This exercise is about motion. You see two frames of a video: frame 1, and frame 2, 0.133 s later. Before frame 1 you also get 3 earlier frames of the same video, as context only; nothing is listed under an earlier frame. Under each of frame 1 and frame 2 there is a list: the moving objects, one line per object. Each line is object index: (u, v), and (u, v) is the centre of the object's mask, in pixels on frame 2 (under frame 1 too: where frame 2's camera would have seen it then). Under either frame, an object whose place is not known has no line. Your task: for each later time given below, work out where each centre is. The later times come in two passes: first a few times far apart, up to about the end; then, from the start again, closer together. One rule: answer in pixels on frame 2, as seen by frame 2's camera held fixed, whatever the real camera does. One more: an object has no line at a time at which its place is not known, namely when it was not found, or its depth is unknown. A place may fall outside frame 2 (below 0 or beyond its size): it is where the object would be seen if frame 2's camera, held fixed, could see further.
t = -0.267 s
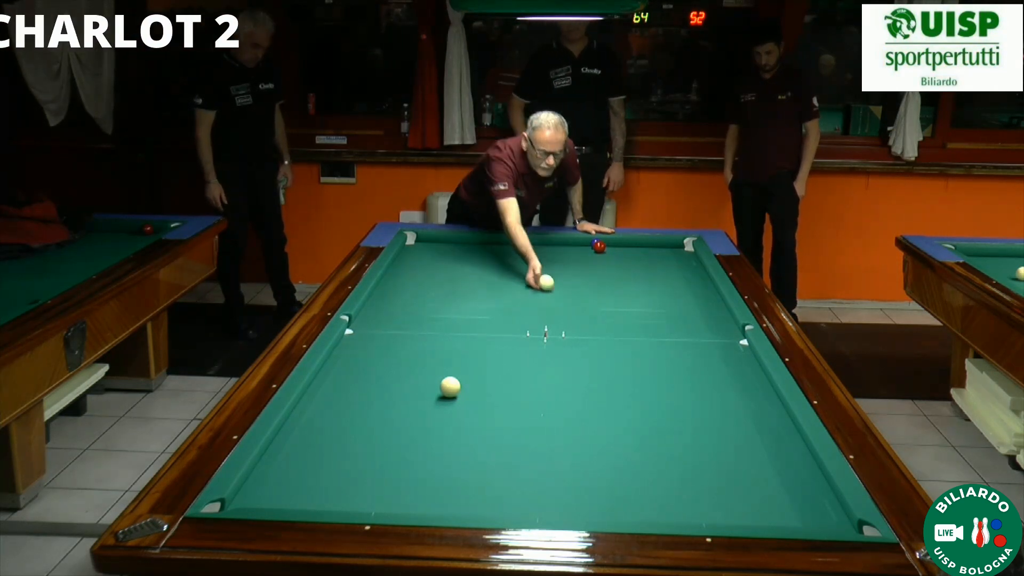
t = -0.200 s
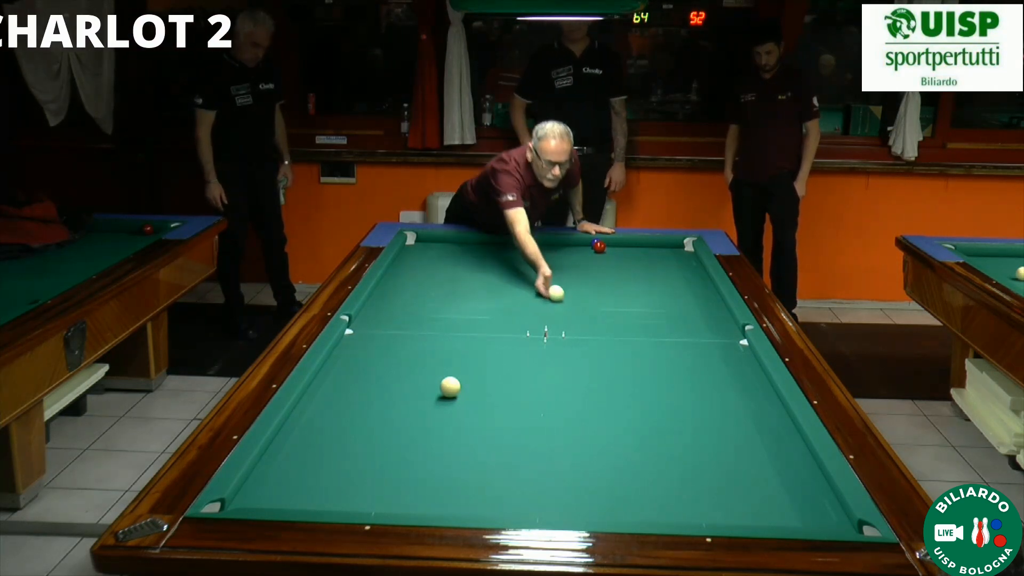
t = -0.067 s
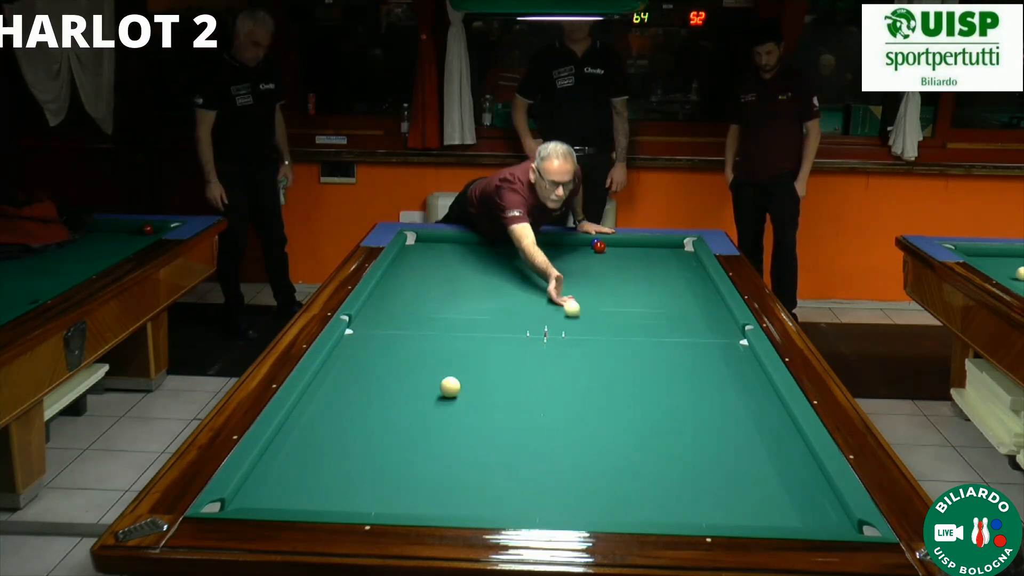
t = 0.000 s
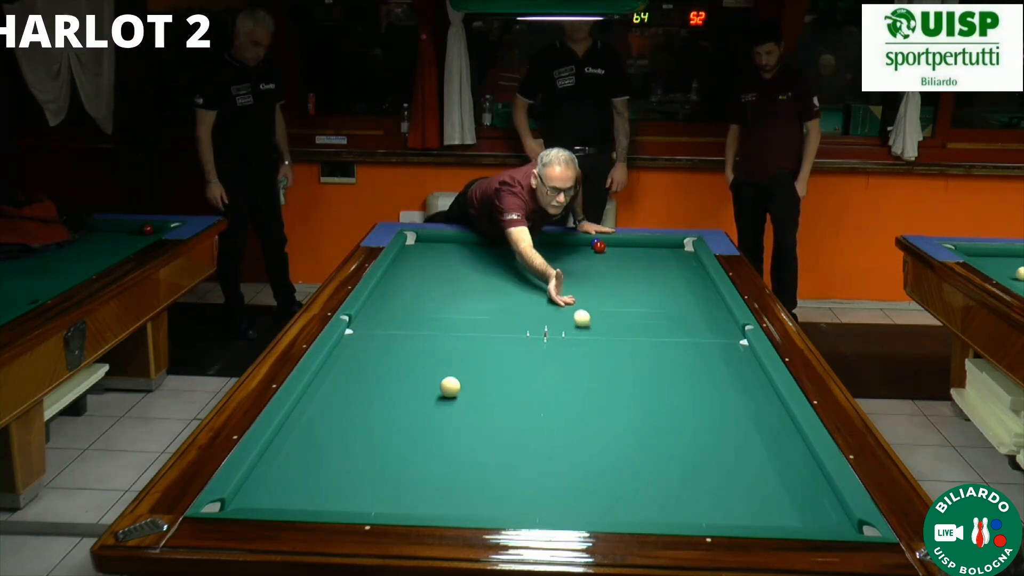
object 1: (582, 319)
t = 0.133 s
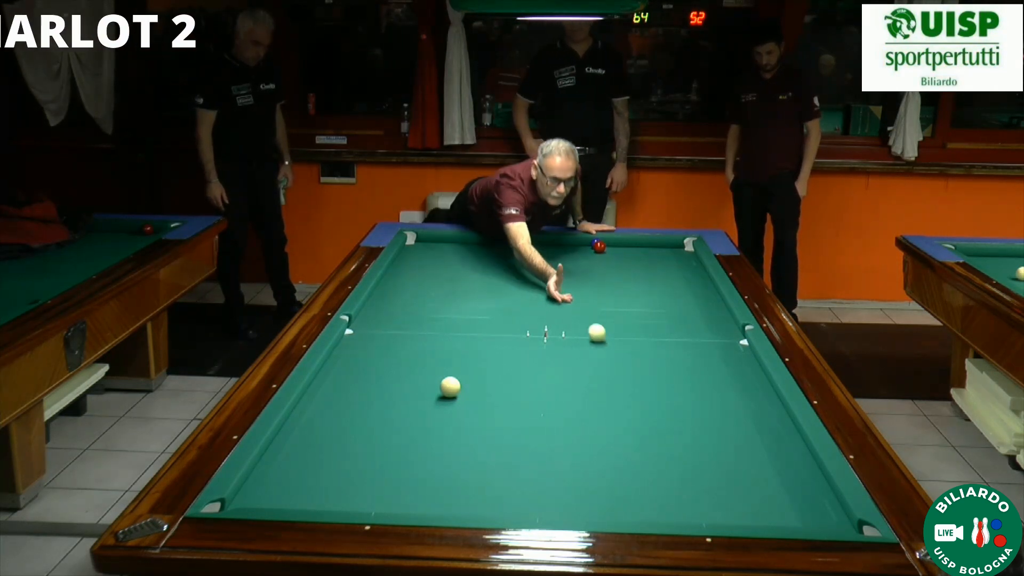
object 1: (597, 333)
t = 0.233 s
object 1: (613, 348)
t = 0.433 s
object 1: (642, 377)
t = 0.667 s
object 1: (676, 409)
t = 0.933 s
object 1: (735, 467)
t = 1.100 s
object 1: (788, 515)
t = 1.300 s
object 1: (803, 501)
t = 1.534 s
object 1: (808, 467)
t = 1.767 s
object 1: (783, 440)
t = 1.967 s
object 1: (765, 420)
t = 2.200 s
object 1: (745, 399)
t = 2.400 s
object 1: (730, 383)
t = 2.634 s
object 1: (713, 366)
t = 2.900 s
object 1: (698, 351)
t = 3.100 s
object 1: (687, 339)
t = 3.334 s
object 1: (675, 327)
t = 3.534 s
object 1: (665, 317)
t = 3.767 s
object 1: (654, 307)
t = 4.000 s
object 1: (645, 297)
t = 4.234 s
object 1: (637, 290)
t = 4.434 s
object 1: (630, 283)
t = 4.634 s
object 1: (624, 276)
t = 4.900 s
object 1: (616, 268)
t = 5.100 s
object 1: (610, 263)
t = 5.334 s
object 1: (604, 257)
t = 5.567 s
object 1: (599, 251)
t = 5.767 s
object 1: (593, 249)
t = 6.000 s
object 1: (585, 247)
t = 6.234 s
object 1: (580, 246)
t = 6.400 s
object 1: (574, 245)
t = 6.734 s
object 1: (567, 243)
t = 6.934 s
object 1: (562, 242)
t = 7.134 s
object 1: (559, 241)
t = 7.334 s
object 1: (556, 242)
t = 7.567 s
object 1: (554, 242)
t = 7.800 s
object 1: (552, 242)
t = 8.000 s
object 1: (551, 242)
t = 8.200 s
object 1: (550, 243)
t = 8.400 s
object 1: (550, 243)
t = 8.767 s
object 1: (549, 243)
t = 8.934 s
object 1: (549, 243)
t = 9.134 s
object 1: (549, 243)
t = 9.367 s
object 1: (549, 243)
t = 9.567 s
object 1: (549, 243)
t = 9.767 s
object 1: (549, 243)
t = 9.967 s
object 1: (549, 243)
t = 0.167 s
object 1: (602, 338)
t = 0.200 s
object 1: (607, 343)
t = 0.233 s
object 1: (613, 348)
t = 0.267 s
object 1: (613, 348)
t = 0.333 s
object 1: (624, 359)
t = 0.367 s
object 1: (630, 364)
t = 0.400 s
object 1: (636, 370)
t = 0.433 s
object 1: (642, 377)
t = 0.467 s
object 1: (642, 377)
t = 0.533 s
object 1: (655, 389)
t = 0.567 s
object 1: (662, 396)
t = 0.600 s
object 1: (669, 402)
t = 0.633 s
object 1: (676, 409)
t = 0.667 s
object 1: (676, 409)
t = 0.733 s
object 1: (692, 424)
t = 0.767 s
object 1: (700, 432)
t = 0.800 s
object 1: (708, 440)
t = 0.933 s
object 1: (735, 467)
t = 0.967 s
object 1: (745, 476)
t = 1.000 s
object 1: (755, 486)
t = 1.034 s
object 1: (766, 496)
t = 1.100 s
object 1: (788, 515)
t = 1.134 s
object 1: (799, 521)
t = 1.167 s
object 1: (802, 520)
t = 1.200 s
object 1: (802, 520)
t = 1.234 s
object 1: (803, 515)
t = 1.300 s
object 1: (803, 501)
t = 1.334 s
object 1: (804, 495)
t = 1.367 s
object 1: (805, 489)
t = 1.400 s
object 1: (805, 483)
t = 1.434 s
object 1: (805, 483)
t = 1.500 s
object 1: (807, 472)
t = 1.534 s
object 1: (808, 467)
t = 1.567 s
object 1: (804, 462)
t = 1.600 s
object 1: (800, 457)
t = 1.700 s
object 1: (791, 448)
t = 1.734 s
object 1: (787, 444)
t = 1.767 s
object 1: (783, 440)
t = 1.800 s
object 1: (779, 436)
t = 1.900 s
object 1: (772, 428)
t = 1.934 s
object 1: (768, 424)
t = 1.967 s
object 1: (765, 420)
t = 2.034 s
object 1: (761, 416)
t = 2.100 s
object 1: (754, 409)
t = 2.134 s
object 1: (751, 406)
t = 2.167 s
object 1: (748, 402)
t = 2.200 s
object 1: (745, 399)
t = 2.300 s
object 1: (738, 392)
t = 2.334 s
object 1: (735, 389)
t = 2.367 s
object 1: (732, 386)
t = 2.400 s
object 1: (730, 383)
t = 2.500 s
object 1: (724, 377)
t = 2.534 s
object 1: (721, 374)
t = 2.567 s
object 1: (718, 371)
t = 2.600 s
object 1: (716, 369)
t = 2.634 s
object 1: (713, 366)
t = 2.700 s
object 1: (711, 363)
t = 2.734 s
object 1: (708, 361)
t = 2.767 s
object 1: (706, 358)
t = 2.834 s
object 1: (703, 356)
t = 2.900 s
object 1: (698, 351)
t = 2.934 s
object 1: (696, 348)
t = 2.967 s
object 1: (694, 346)
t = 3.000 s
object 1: (692, 344)
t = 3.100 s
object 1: (687, 339)
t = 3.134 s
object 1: (685, 337)
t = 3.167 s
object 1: (683, 335)
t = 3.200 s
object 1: (681, 333)
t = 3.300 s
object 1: (677, 329)
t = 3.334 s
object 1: (675, 327)
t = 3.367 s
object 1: (673, 325)
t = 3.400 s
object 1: (671, 323)
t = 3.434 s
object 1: (671, 323)
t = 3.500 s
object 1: (667, 319)
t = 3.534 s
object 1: (665, 317)
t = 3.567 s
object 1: (663, 315)
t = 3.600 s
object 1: (661, 313)
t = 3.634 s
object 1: (661, 313)
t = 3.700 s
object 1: (658, 310)
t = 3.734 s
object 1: (656, 308)
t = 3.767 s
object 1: (654, 307)
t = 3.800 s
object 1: (653, 305)
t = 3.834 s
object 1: (653, 305)
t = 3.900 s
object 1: (649, 302)
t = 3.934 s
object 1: (648, 300)
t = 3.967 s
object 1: (646, 299)
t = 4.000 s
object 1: (645, 297)
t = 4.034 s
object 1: (645, 297)
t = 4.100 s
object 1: (642, 294)
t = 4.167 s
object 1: (639, 291)
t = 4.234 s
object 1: (637, 290)
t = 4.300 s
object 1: (634, 287)
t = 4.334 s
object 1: (633, 285)
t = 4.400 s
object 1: (630, 283)
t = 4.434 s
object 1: (630, 283)
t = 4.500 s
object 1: (628, 280)
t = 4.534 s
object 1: (626, 279)
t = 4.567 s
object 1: (625, 277)
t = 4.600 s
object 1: (624, 276)
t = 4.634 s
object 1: (624, 276)
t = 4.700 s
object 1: (621, 274)
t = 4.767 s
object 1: (619, 272)
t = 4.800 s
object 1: (618, 270)
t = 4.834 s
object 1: (618, 270)
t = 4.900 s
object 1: (616, 268)
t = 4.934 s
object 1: (614, 267)
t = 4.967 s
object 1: (613, 266)
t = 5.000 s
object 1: (612, 265)
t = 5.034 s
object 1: (612, 265)
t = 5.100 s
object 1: (610, 263)
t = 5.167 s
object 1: (608, 261)
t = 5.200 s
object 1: (607, 260)
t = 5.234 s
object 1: (607, 260)
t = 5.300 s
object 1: (605, 257)
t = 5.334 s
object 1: (604, 257)
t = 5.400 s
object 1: (602, 255)
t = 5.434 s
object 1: (601, 254)
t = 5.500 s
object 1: (600, 253)
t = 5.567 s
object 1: (599, 251)
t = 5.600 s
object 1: (598, 250)
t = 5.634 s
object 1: (598, 250)
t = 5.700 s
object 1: (595, 249)
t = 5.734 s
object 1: (594, 249)
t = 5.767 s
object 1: (593, 249)
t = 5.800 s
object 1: (593, 249)
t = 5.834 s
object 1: (591, 249)
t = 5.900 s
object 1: (589, 248)
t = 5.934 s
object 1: (588, 248)
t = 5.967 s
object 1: (586, 248)
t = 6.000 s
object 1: (585, 247)
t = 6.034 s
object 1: (585, 247)
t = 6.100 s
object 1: (583, 247)
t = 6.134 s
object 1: (582, 246)
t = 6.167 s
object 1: (581, 246)
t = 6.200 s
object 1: (580, 246)
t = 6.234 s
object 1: (580, 246)
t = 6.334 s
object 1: (576, 245)
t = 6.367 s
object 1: (575, 245)
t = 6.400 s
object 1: (574, 245)
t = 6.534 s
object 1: (571, 244)
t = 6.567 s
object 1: (570, 244)
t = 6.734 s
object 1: (567, 243)
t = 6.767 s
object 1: (566, 243)
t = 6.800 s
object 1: (566, 243)
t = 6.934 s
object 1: (562, 242)
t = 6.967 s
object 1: (562, 242)
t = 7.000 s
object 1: (561, 242)
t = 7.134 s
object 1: (559, 241)
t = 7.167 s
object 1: (558, 241)
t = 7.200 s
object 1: (558, 241)
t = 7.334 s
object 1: (556, 242)
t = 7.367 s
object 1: (556, 242)
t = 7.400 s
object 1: (556, 242)
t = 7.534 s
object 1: (554, 242)
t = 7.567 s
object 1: (554, 242)
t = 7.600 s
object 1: (554, 242)
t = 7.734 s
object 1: (553, 242)
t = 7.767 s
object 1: (552, 242)
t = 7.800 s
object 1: (552, 242)
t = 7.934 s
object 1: (551, 242)
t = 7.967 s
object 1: (551, 242)
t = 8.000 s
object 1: (551, 242)
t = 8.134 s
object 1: (550, 243)
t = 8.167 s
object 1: (550, 242)
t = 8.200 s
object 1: (550, 243)
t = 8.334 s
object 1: (550, 243)
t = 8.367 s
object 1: (550, 243)
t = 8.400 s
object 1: (550, 243)
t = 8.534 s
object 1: (549, 243)
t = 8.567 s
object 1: (549, 243)
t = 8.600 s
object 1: (549, 243)
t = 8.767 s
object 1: (549, 243)
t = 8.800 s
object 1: (549, 243)
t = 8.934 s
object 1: (549, 243)
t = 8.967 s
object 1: (549, 243)
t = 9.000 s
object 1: (549, 243)
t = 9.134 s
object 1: (549, 243)
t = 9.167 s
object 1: (549, 243)
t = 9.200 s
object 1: (549, 243)
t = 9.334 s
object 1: (549, 243)
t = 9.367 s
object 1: (549, 243)
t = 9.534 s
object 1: (549, 243)
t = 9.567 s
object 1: (549, 243)
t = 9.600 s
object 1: (549, 243)
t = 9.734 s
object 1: (549, 243)
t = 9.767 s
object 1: (549, 243)
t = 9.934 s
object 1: (549, 243)
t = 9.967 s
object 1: (549, 243)
